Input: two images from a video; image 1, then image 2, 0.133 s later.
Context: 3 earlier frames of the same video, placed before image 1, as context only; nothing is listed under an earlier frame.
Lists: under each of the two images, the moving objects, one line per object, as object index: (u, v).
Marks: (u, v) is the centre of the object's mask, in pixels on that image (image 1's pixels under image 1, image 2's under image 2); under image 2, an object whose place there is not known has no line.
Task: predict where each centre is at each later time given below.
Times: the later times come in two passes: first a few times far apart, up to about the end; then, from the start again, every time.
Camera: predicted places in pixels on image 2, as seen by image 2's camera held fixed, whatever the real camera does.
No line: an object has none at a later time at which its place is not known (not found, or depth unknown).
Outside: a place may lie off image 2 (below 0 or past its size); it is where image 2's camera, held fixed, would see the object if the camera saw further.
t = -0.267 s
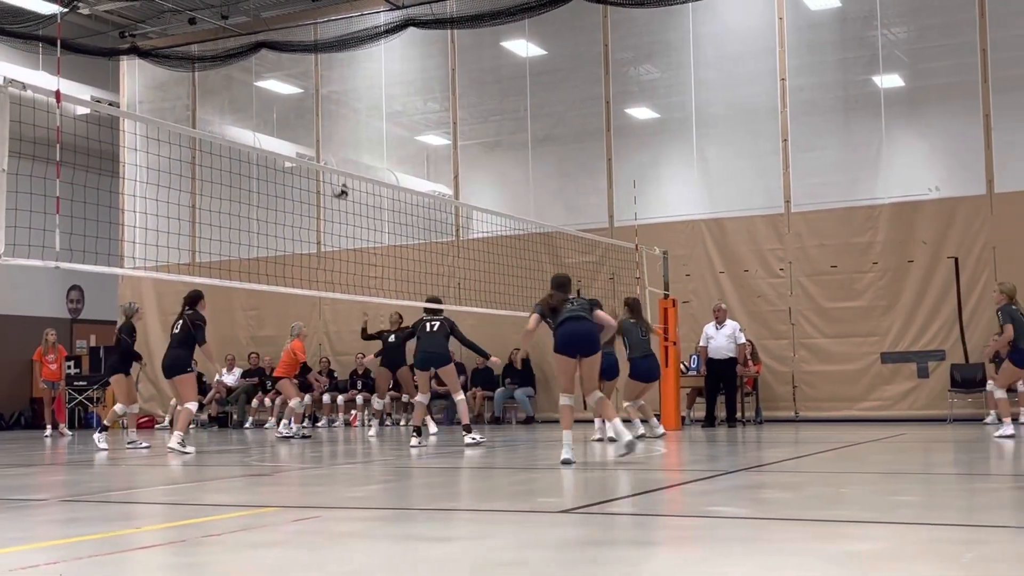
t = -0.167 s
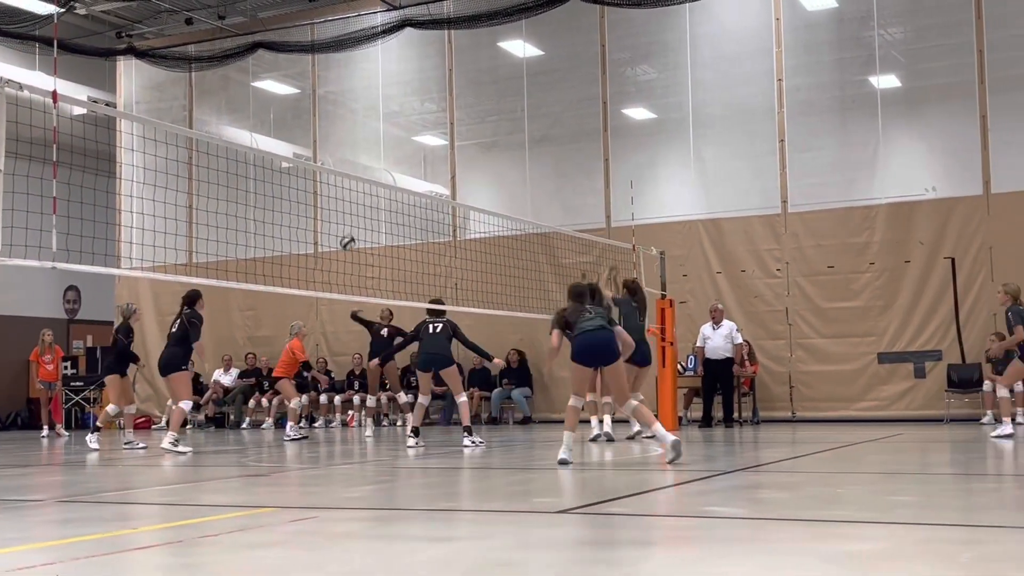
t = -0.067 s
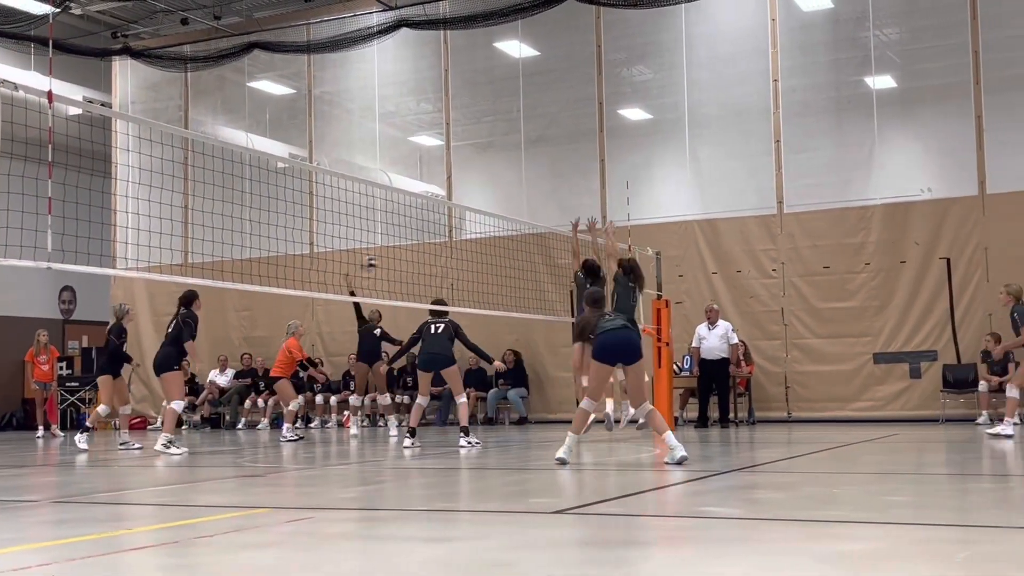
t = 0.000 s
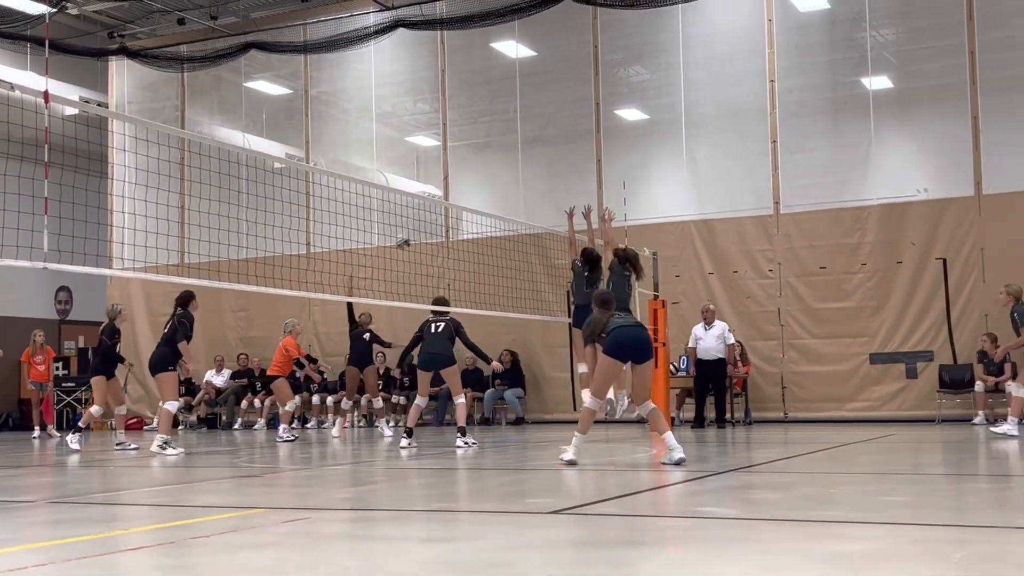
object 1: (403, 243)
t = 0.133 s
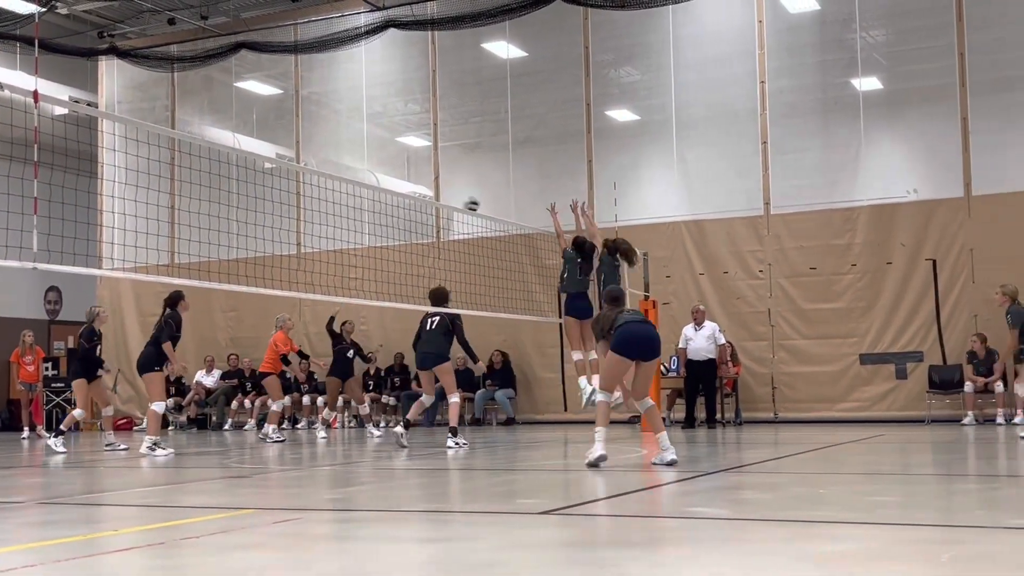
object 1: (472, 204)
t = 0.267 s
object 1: (550, 182)
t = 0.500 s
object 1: (697, 178)
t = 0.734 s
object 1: (855, 221)
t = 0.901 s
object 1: (976, 285)
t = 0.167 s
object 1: (490, 198)
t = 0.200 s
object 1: (510, 191)
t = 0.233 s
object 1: (530, 187)
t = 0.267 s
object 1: (550, 182)
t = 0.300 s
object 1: (571, 179)
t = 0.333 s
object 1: (591, 177)
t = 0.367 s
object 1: (611, 174)
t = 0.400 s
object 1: (632, 174)
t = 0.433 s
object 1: (654, 175)
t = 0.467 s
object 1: (675, 176)
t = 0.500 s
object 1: (697, 178)
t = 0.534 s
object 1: (718, 181)
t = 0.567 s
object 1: (741, 185)
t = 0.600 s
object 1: (763, 190)
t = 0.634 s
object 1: (785, 196)
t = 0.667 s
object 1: (808, 203)
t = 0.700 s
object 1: (832, 212)
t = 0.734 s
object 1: (855, 221)
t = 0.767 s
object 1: (878, 231)
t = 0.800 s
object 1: (902, 243)
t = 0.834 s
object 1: (927, 256)
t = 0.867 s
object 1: (950, 270)
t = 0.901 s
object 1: (976, 285)
